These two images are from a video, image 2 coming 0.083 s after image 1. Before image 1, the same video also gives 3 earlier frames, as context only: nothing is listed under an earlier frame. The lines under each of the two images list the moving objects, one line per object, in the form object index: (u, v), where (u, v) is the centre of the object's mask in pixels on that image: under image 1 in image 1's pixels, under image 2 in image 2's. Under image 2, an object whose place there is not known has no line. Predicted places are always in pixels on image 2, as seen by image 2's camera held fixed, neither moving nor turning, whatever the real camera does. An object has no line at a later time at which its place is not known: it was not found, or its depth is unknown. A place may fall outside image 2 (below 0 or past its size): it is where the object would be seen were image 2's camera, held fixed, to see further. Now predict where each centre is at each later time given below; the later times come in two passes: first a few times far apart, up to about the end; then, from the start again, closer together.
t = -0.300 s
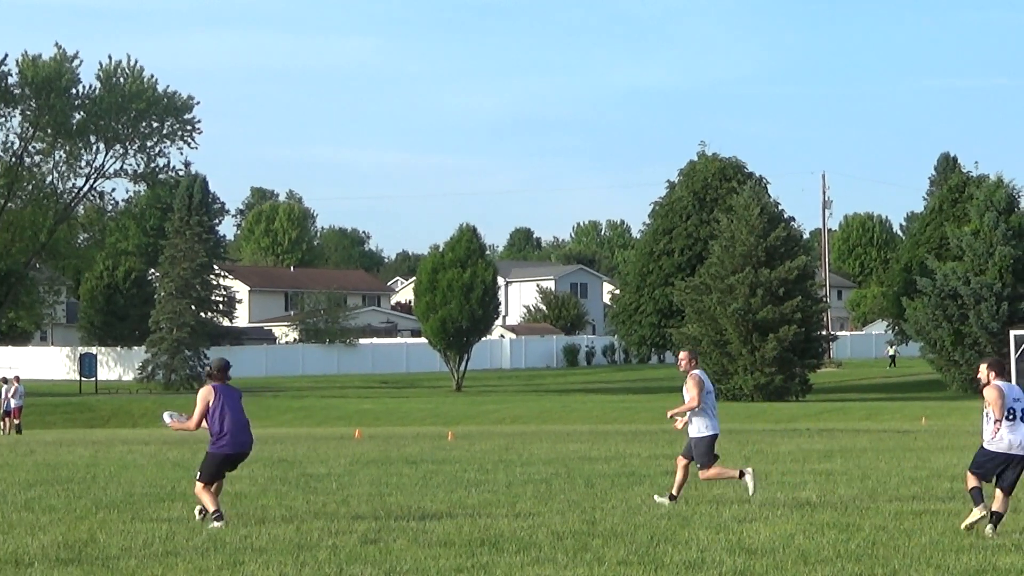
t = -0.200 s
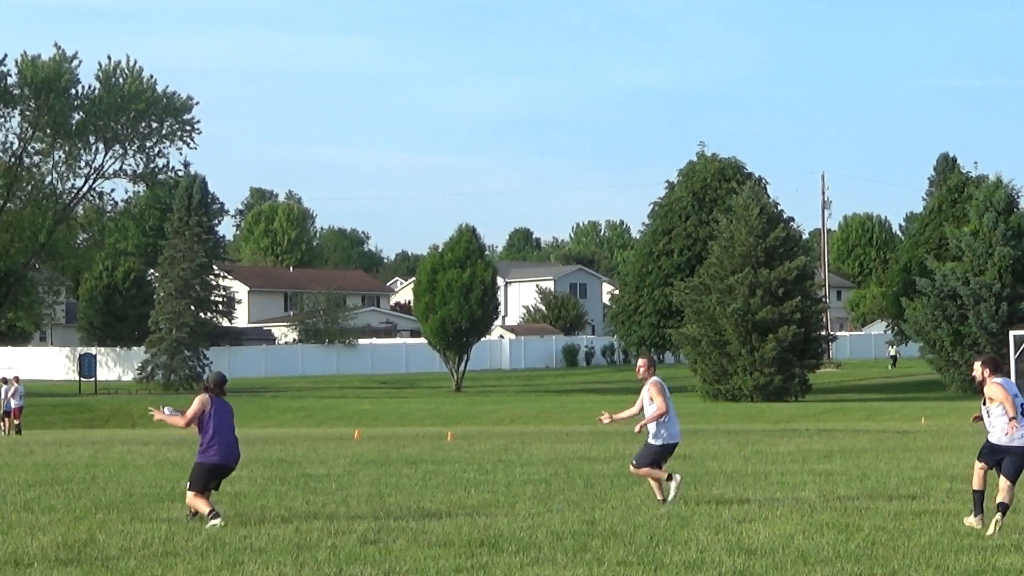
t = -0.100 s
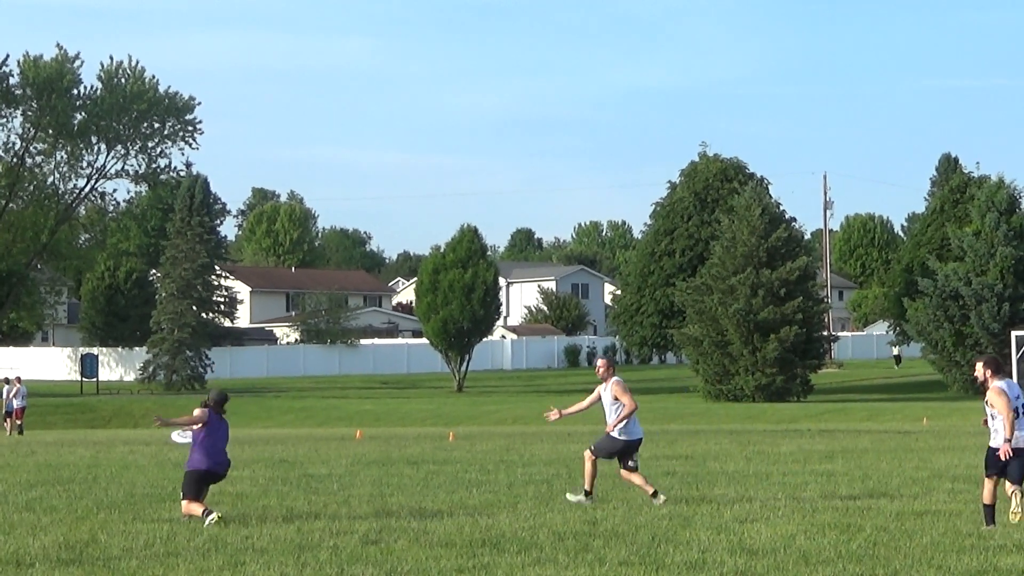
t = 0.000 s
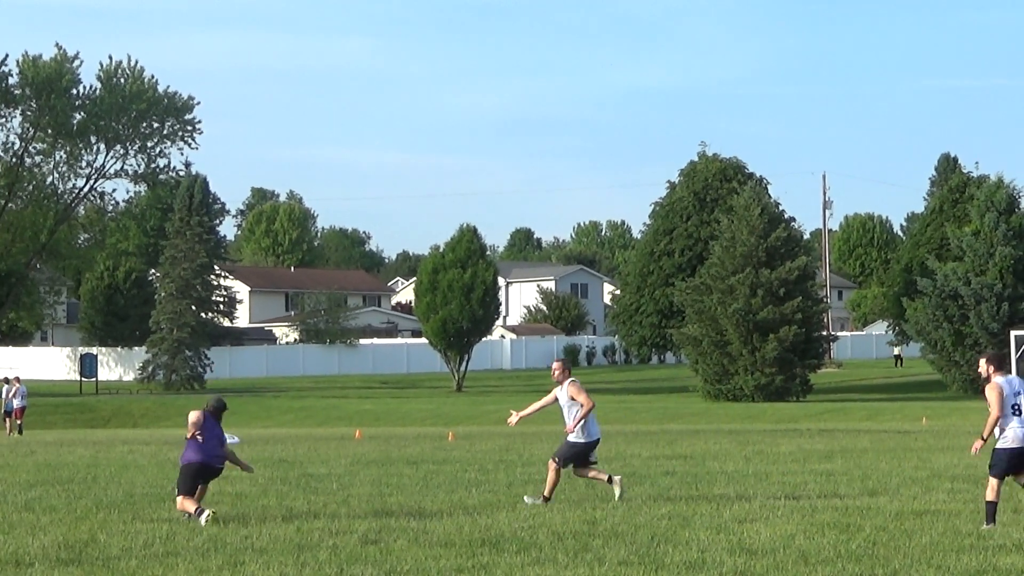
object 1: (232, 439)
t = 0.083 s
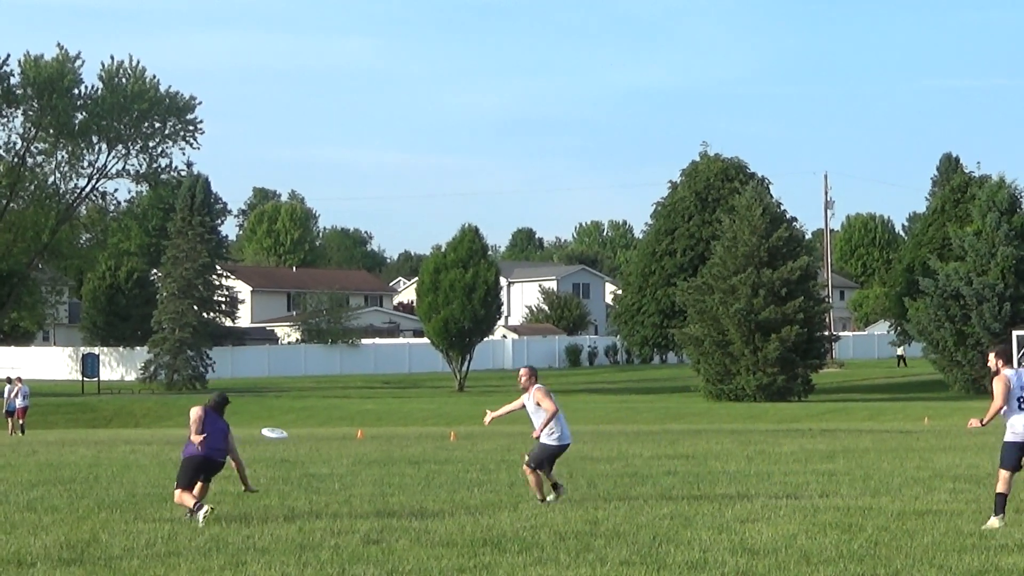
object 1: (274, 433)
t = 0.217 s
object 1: (343, 425)
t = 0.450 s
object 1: (450, 417)
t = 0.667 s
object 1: (537, 421)
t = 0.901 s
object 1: (624, 436)
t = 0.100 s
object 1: (283, 432)
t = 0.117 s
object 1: (292, 431)
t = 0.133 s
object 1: (301, 430)
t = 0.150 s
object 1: (309, 429)
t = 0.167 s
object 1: (318, 428)
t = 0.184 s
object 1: (326, 427)
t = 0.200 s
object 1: (335, 426)
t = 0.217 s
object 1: (343, 425)
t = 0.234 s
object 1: (351, 424)
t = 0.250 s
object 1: (360, 423)
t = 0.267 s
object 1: (368, 422)
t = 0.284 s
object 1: (375, 421)
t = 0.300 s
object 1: (383, 420)
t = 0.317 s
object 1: (391, 419)
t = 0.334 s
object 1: (398, 419)
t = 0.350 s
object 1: (406, 418)
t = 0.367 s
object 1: (414, 418)
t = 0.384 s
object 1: (417, 417)
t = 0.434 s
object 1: (445, 417)
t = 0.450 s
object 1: (450, 417)
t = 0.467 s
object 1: (457, 417)
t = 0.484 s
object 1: (464, 417)
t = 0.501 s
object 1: (471, 417)
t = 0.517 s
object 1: (478, 418)
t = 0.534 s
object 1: (485, 418)
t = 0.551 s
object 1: (491, 418)
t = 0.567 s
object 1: (498, 418)
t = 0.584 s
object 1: (505, 419)
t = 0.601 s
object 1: (511, 419)
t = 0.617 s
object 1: (517, 420)
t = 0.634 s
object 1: (524, 420)
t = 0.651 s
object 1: (531, 421)
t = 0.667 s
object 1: (537, 421)
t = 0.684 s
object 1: (543, 422)
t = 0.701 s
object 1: (550, 423)
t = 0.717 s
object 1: (556, 424)
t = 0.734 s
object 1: (562, 424)
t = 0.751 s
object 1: (568, 425)
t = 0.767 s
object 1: (574, 426)
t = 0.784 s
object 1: (581, 427)
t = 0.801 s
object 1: (587, 428)
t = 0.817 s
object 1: (594, 430)
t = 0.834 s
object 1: (600, 430)
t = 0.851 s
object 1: (606, 432)
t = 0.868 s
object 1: (612, 433)
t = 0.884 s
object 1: (618, 435)
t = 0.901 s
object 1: (624, 436)
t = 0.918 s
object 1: (630, 437)
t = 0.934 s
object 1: (636, 439)
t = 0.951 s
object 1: (642, 440)
